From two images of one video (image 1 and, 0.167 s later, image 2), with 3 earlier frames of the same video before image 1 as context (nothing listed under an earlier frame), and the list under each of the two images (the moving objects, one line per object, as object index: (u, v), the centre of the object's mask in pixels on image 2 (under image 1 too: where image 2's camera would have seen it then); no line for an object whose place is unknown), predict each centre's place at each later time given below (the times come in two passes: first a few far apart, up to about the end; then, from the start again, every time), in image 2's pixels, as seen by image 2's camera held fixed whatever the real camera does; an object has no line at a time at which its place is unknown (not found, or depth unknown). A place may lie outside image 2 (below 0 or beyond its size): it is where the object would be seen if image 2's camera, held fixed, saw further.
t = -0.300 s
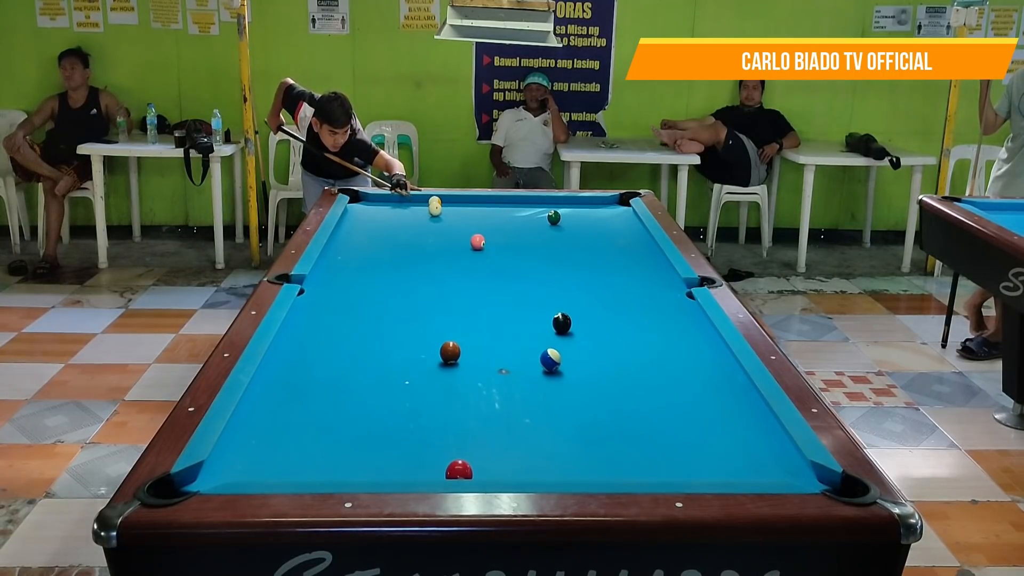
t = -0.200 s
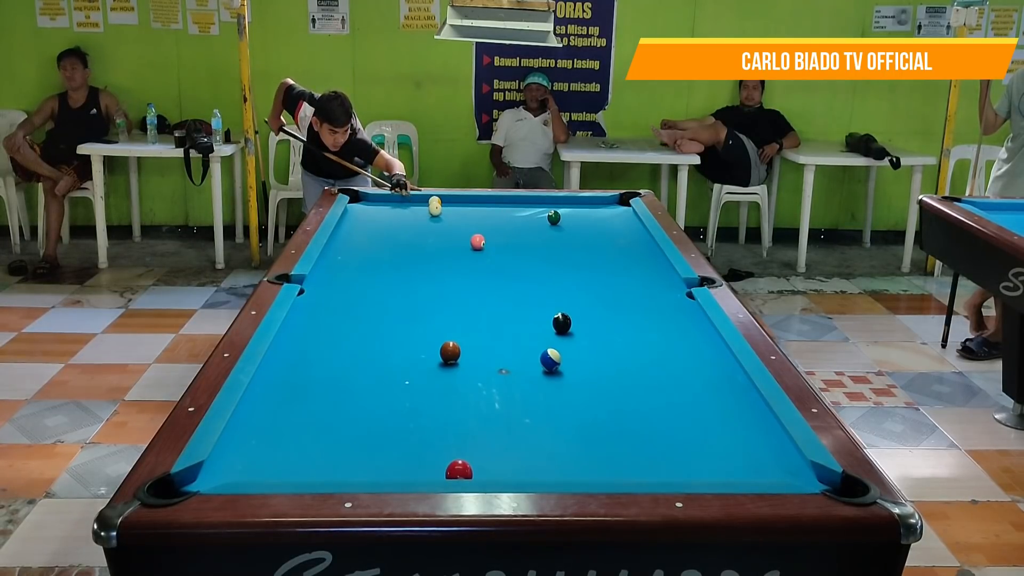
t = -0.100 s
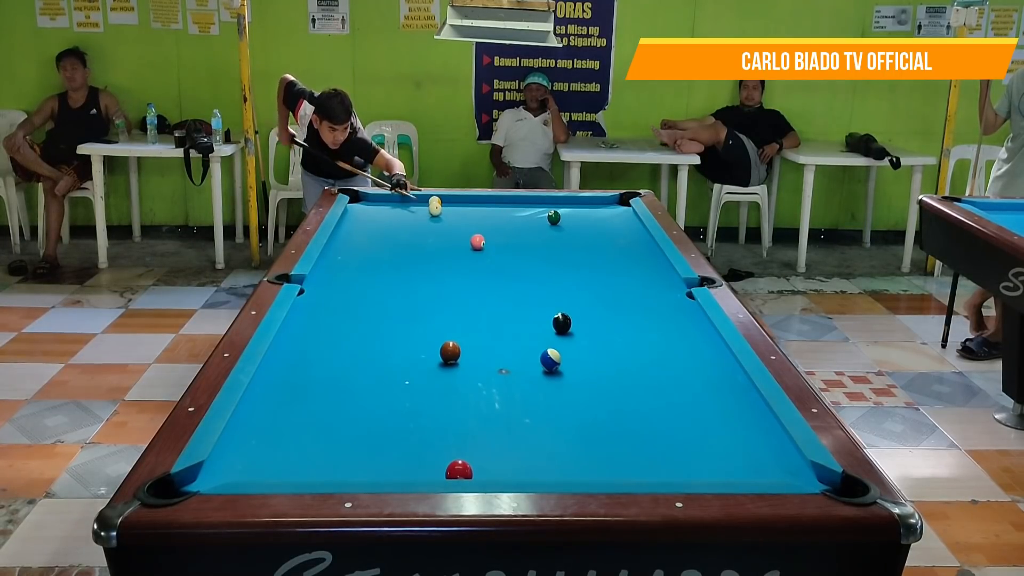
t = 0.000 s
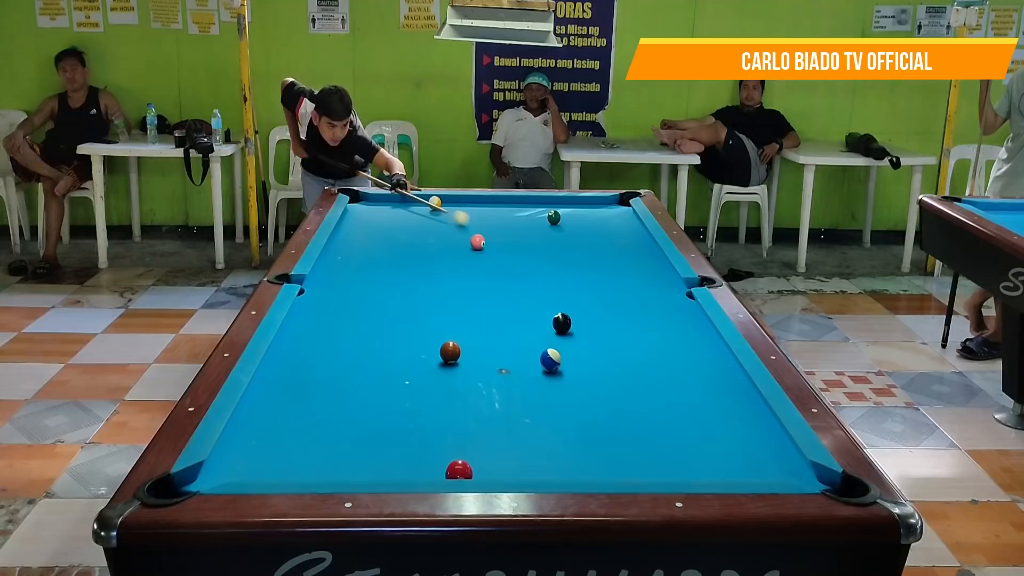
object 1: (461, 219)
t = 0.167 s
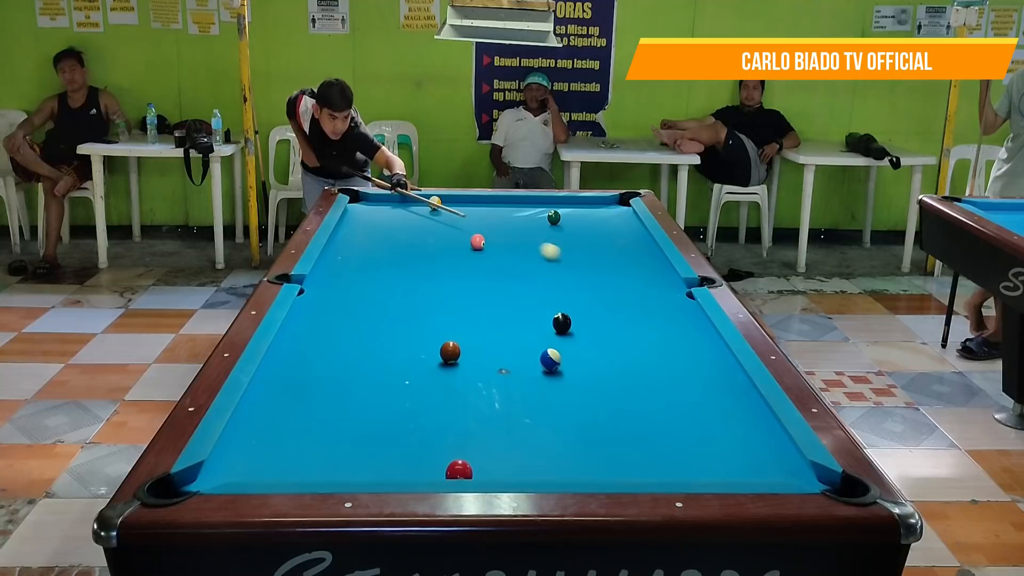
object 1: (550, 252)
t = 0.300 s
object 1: (636, 284)
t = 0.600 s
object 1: (632, 362)
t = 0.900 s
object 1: (541, 469)
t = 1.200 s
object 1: (390, 407)
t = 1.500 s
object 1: (277, 357)
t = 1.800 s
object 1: (354, 320)
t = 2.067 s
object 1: (411, 293)
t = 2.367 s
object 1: (465, 269)
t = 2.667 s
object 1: (510, 249)
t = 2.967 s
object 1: (548, 232)
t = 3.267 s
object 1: (580, 217)
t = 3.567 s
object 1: (608, 204)
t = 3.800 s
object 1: (627, 202)
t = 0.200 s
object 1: (570, 259)
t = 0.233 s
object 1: (591, 267)
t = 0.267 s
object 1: (613, 275)
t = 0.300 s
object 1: (636, 284)
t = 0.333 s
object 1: (660, 293)
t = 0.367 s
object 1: (686, 303)
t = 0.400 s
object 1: (685, 311)
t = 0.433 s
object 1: (675, 319)
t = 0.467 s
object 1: (665, 326)
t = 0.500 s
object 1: (656, 335)
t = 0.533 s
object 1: (647, 343)
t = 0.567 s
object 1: (640, 352)
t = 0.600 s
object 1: (632, 362)
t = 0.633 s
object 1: (624, 372)
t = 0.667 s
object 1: (615, 382)
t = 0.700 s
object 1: (606, 393)
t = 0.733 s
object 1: (597, 405)
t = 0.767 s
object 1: (587, 417)
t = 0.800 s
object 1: (576, 430)
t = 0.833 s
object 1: (565, 444)
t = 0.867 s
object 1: (553, 459)
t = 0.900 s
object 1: (541, 469)
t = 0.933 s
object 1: (521, 467)
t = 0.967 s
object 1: (502, 460)
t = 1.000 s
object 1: (485, 452)
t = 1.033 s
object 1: (467, 443)
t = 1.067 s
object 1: (451, 435)
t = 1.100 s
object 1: (435, 428)
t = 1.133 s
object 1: (419, 421)
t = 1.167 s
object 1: (405, 414)
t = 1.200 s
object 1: (390, 407)
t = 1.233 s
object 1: (376, 401)
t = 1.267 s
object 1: (363, 395)
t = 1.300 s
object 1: (349, 389)
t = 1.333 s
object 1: (336, 383)
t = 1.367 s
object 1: (324, 378)
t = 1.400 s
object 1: (312, 372)
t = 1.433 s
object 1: (300, 367)
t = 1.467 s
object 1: (289, 362)
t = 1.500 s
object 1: (277, 357)
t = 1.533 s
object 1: (283, 352)
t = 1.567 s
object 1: (293, 348)
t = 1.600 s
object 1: (302, 343)
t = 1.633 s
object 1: (311, 339)
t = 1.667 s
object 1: (320, 335)
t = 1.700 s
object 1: (329, 331)
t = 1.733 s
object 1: (337, 327)
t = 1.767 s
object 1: (345, 323)
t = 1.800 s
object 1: (354, 320)
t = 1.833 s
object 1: (361, 316)
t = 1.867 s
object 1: (369, 313)
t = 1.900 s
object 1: (376, 309)
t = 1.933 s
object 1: (383, 306)
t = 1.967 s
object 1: (391, 303)
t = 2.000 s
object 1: (398, 299)
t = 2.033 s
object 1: (405, 297)
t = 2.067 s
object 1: (411, 293)
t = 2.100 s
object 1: (418, 291)
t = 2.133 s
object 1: (424, 287)
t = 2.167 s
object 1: (430, 285)
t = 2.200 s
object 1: (436, 282)
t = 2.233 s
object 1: (443, 279)
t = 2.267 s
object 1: (448, 277)
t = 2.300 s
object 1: (454, 274)
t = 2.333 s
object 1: (460, 271)
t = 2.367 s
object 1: (465, 269)
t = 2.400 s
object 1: (470, 267)
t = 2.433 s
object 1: (476, 264)
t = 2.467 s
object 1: (481, 262)
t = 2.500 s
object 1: (486, 260)
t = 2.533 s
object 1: (491, 257)
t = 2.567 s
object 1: (496, 255)
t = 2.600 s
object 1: (501, 253)
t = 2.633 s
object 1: (505, 251)
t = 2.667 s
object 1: (510, 249)
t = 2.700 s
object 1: (514, 247)
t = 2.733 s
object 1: (519, 245)
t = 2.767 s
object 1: (523, 243)
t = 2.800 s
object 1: (528, 241)
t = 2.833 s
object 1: (532, 239)
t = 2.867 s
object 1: (536, 237)
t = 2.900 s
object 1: (540, 235)
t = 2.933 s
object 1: (544, 233)
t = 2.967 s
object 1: (548, 232)
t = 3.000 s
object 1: (552, 230)
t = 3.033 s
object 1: (555, 228)
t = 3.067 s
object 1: (559, 226)
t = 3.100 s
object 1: (563, 225)
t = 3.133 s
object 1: (566, 223)
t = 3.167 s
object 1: (570, 222)
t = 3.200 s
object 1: (573, 220)
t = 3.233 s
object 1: (577, 218)
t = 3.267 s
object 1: (580, 217)
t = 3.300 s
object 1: (583, 215)
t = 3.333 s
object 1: (587, 214)
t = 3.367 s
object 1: (590, 212)
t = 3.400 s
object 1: (593, 211)
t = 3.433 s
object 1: (596, 210)
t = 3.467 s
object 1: (599, 208)
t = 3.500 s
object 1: (603, 207)
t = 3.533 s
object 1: (606, 206)
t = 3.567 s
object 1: (608, 204)
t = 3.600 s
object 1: (611, 203)
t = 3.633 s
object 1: (614, 202)
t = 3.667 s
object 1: (617, 200)
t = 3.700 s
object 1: (619, 199)
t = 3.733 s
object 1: (622, 198)
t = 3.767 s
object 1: (625, 200)
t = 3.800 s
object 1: (627, 202)
